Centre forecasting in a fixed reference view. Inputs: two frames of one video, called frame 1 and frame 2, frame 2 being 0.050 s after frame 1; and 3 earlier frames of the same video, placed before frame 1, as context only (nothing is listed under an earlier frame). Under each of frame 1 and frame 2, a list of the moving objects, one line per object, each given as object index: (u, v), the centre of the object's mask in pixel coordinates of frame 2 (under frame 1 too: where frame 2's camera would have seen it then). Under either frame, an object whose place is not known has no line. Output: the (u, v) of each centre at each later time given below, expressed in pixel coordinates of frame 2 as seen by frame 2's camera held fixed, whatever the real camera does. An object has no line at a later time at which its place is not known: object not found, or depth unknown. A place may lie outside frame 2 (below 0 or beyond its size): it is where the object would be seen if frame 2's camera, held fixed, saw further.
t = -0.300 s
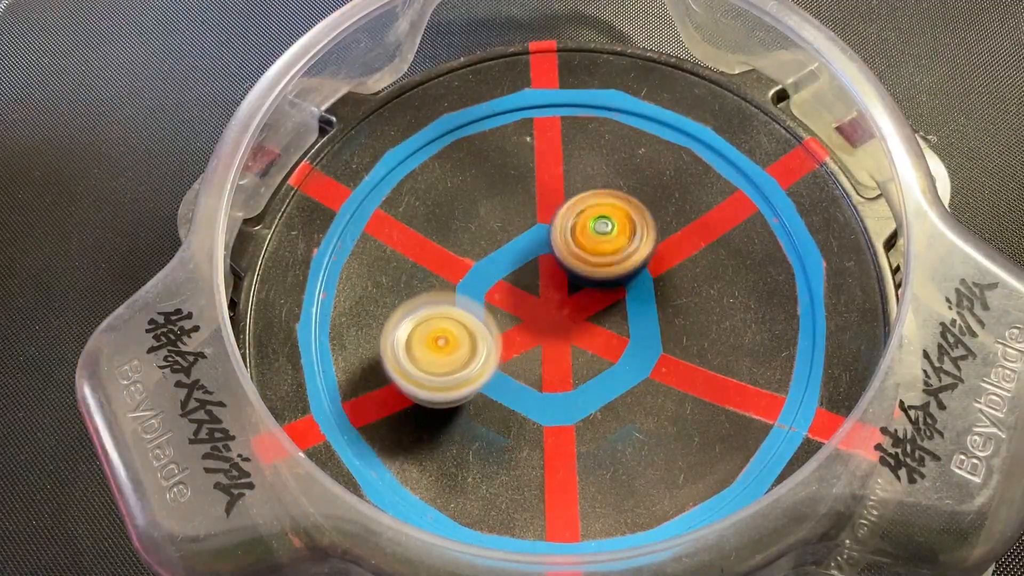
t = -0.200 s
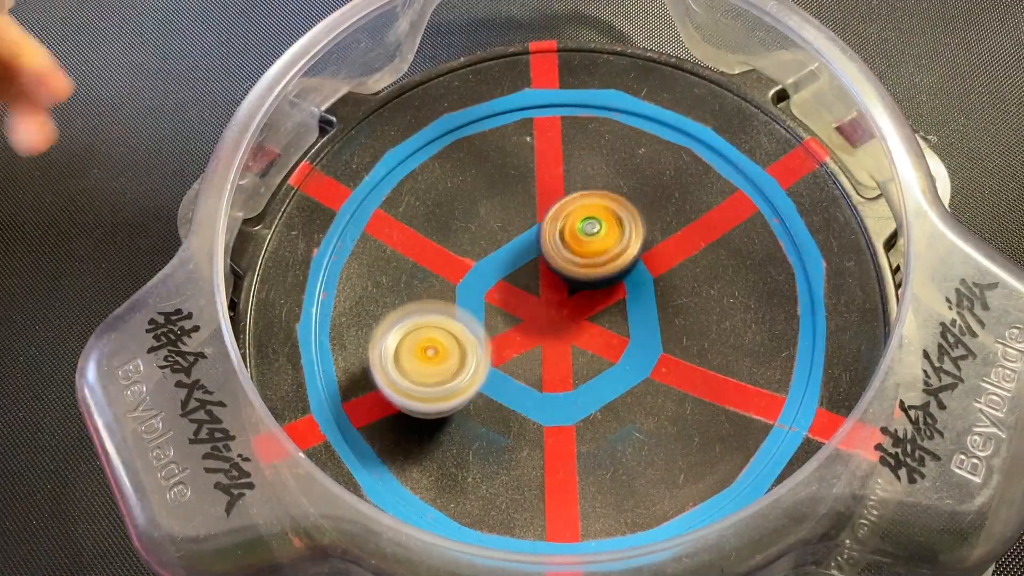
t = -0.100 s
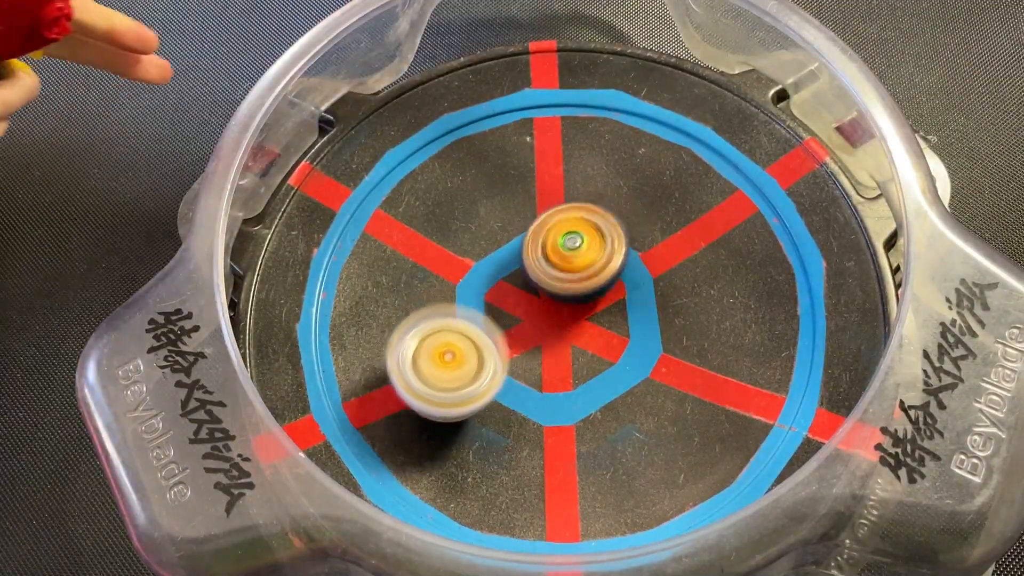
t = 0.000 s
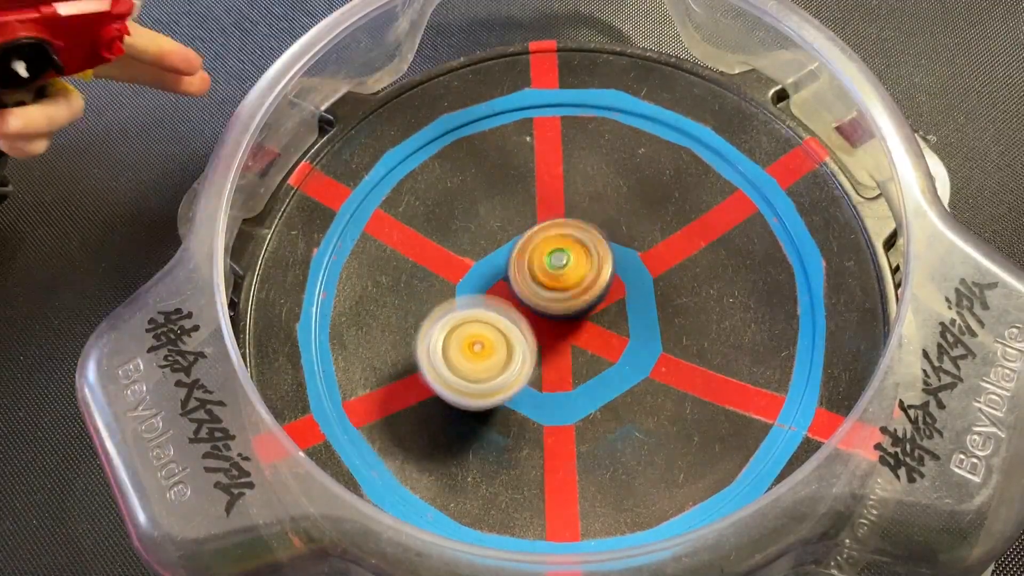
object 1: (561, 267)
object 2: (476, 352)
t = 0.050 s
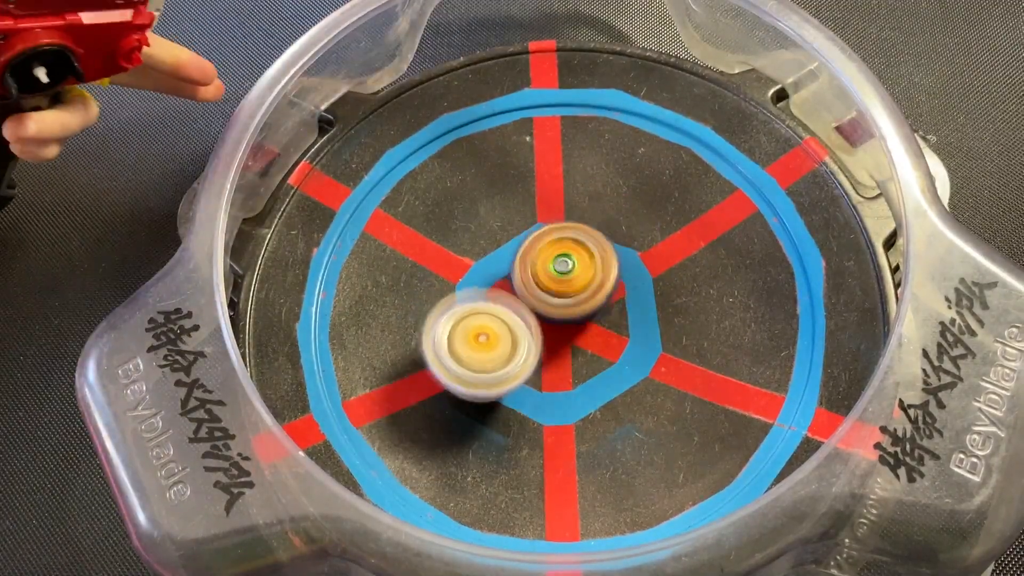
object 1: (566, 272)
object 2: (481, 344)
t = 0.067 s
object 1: (573, 271)
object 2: (480, 342)
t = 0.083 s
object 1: (578, 271)
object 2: (480, 340)
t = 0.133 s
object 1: (593, 270)
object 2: (480, 333)
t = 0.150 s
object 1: (597, 270)
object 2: (481, 330)
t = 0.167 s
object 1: (601, 271)
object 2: (481, 327)
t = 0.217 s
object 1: (608, 273)
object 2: (482, 317)
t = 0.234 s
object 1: (610, 274)
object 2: (482, 314)
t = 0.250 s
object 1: (610, 275)
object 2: (483, 309)
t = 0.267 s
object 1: (611, 276)
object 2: (483, 305)
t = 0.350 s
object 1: (604, 282)
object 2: (486, 283)
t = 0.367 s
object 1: (603, 284)
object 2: (486, 279)
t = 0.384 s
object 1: (604, 287)
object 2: (484, 274)
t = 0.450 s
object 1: (607, 296)
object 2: (473, 255)
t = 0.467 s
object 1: (607, 297)
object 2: (471, 252)
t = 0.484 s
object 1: (606, 299)
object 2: (469, 249)
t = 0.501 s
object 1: (604, 300)
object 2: (466, 246)
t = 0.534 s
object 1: (600, 302)
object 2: (462, 239)
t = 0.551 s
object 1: (597, 303)
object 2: (460, 237)
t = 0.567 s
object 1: (593, 303)
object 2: (458, 233)
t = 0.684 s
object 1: (570, 304)
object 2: (449, 222)
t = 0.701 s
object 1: (567, 303)
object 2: (449, 221)
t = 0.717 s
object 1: (562, 303)
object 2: (449, 221)
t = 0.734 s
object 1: (560, 303)
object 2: (449, 222)
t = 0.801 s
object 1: (552, 304)
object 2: (460, 228)
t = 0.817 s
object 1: (550, 304)
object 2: (464, 230)
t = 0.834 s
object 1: (552, 307)
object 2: (468, 230)
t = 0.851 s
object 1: (555, 313)
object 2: (470, 227)
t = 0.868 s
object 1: (558, 319)
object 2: (473, 224)
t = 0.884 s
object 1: (563, 324)
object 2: (475, 221)
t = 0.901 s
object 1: (568, 328)
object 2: (477, 219)
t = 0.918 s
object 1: (571, 331)
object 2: (480, 218)
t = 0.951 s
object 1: (579, 337)
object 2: (485, 216)
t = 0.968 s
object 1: (581, 339)
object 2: (489, 215)
